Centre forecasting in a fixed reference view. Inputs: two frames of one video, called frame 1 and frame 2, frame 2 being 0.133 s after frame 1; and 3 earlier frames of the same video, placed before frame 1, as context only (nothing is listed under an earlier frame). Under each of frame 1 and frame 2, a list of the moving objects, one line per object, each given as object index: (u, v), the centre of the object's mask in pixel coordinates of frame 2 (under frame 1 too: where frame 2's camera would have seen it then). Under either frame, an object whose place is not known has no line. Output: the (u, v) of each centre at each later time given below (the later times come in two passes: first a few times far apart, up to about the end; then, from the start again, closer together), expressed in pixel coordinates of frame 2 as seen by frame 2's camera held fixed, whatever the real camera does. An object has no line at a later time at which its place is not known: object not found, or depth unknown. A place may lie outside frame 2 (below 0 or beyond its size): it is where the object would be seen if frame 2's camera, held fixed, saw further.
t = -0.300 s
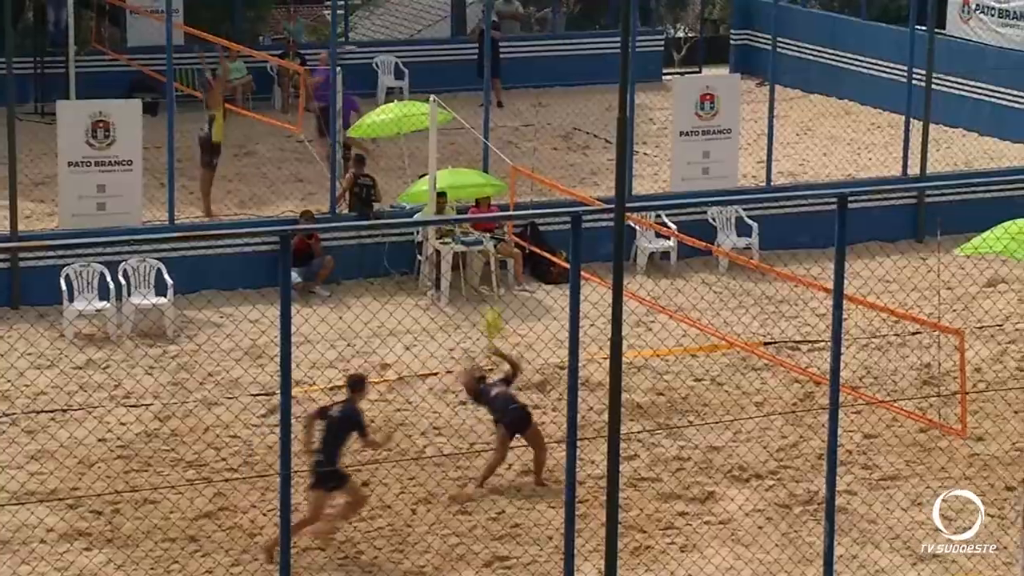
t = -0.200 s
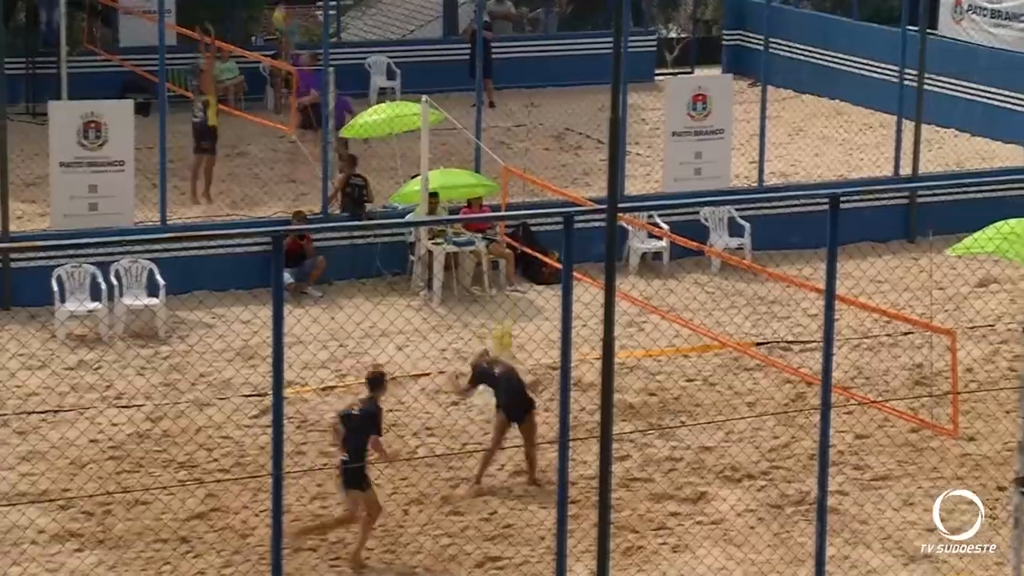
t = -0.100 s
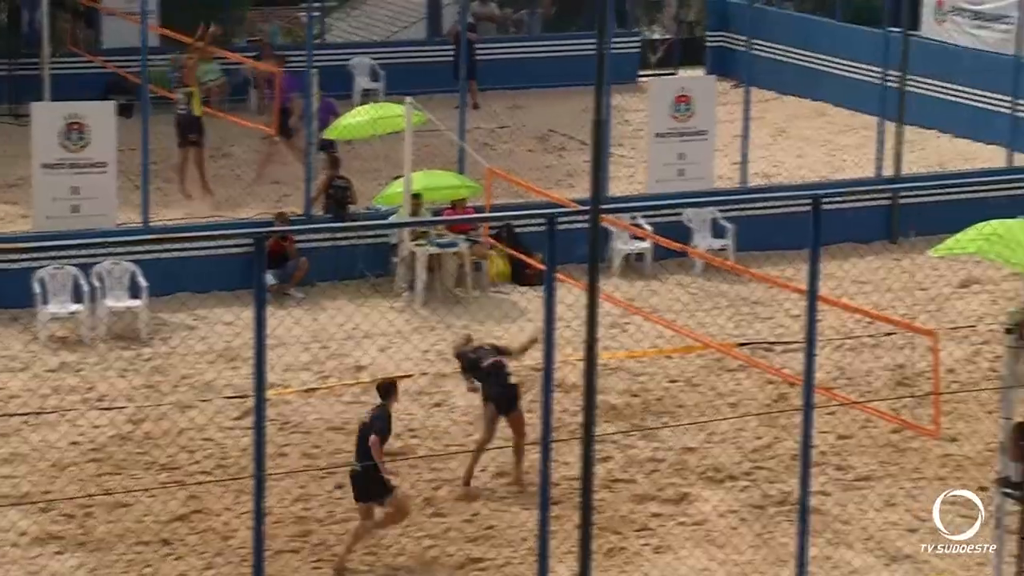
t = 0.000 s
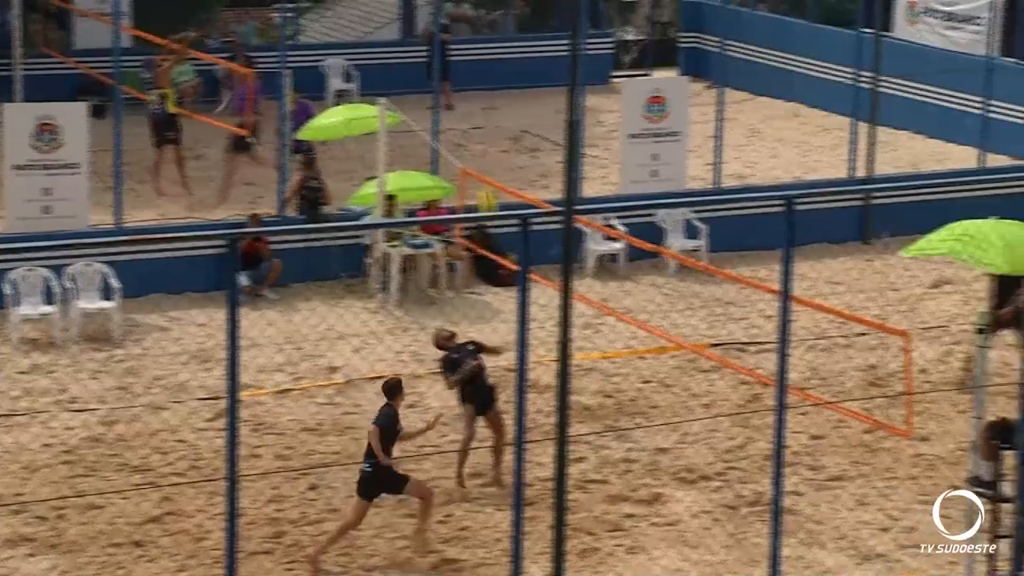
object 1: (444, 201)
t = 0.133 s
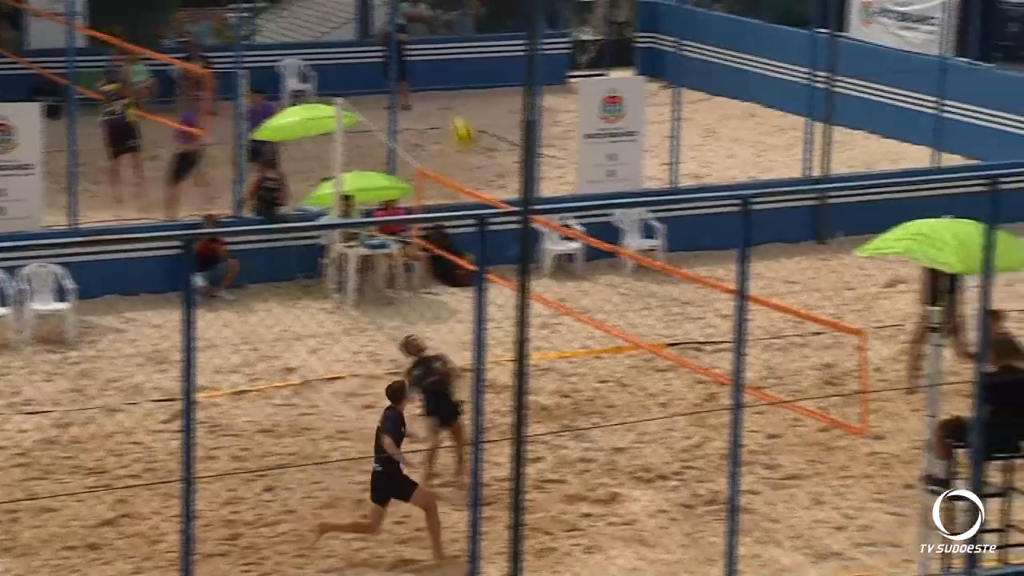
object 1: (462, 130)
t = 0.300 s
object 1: (483, 70)
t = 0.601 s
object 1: (519, 29)
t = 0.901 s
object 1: (557, 82)
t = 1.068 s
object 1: (575, 156)
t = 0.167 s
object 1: (466, 117)
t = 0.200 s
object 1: (471, 103)
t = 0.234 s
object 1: (474, 90)
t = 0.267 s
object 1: (478, 79)
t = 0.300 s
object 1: (483, 70)
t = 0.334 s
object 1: (488, 61)
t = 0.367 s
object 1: (491, 53)
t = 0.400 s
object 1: (496, 45)
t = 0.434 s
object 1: (500, 39)
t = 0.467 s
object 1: (504, 34)
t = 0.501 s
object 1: (509, 31)
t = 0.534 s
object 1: (512, 29)
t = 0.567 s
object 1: (516, 28)
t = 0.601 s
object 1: (519, 29)
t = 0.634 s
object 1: (523, 30)
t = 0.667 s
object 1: (527, 34)
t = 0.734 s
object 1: (540, 41)
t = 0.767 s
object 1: (542, 48)
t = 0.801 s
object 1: (545, 55)
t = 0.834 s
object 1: (549, 64)
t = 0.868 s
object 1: (553, 72)
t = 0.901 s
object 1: (557, 82)
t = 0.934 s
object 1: (561, 94)
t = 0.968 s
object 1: (565, 108)
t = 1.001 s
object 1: (568, 123)
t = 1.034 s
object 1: (571, 139)
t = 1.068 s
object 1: (575, 156)
